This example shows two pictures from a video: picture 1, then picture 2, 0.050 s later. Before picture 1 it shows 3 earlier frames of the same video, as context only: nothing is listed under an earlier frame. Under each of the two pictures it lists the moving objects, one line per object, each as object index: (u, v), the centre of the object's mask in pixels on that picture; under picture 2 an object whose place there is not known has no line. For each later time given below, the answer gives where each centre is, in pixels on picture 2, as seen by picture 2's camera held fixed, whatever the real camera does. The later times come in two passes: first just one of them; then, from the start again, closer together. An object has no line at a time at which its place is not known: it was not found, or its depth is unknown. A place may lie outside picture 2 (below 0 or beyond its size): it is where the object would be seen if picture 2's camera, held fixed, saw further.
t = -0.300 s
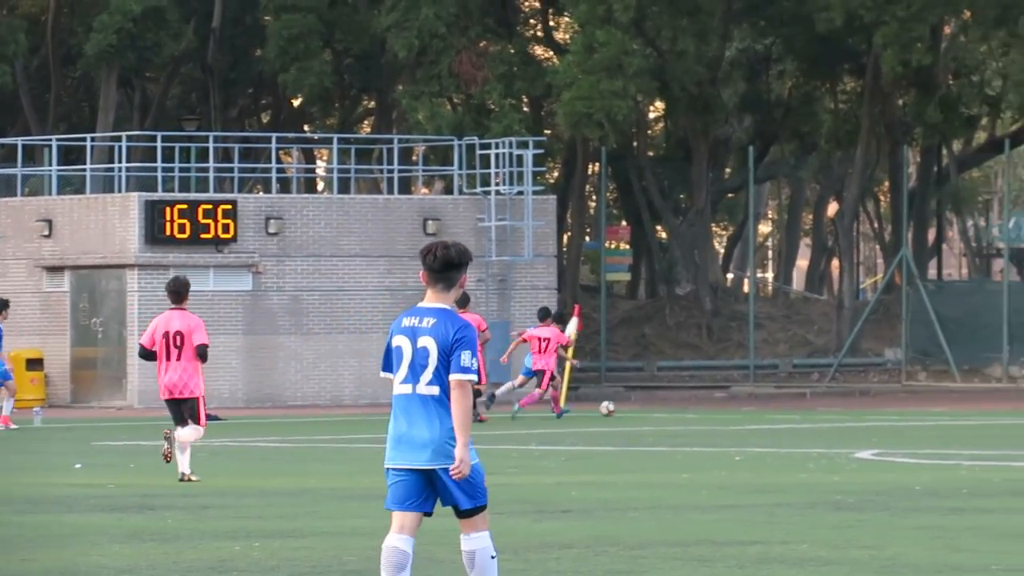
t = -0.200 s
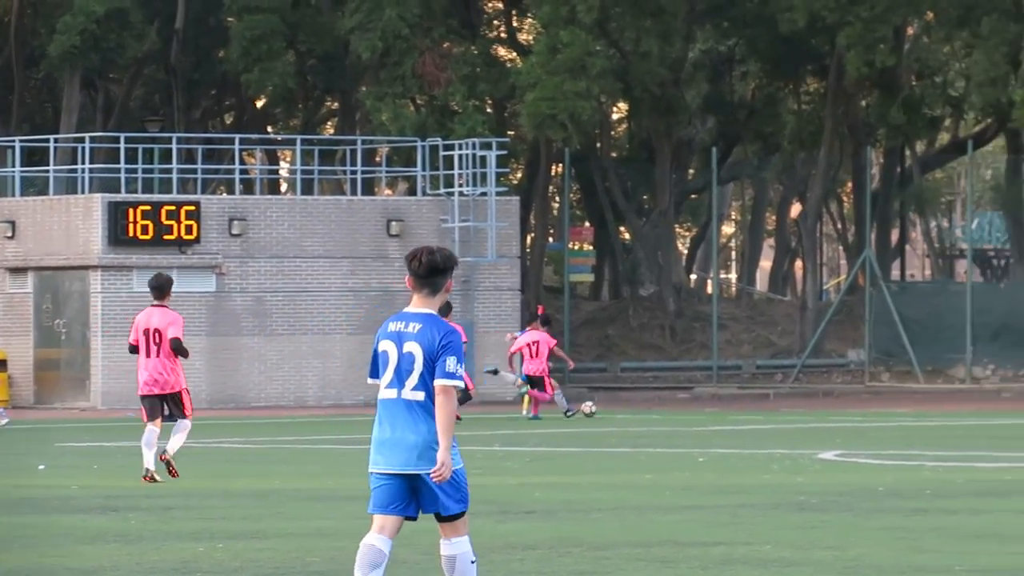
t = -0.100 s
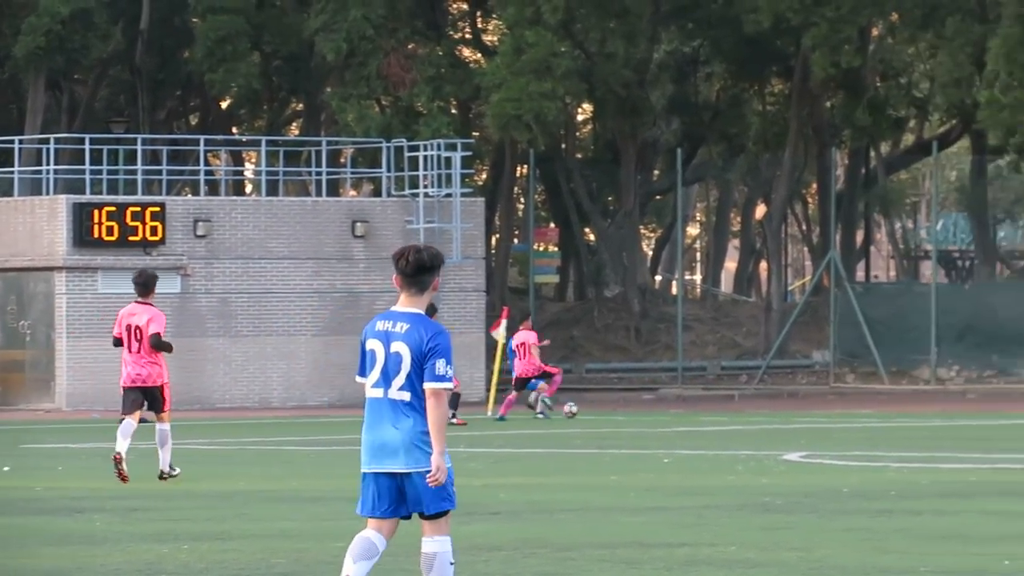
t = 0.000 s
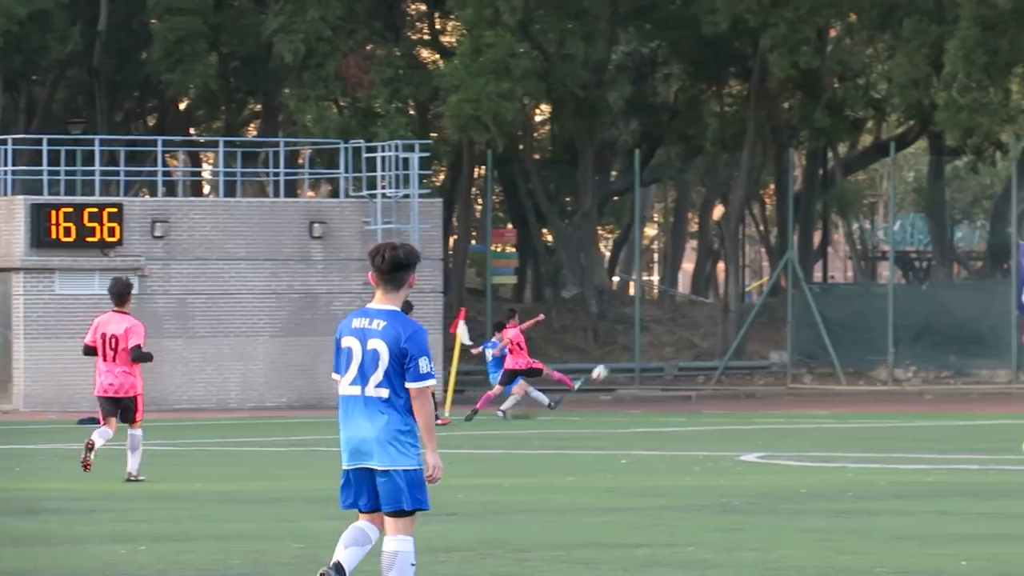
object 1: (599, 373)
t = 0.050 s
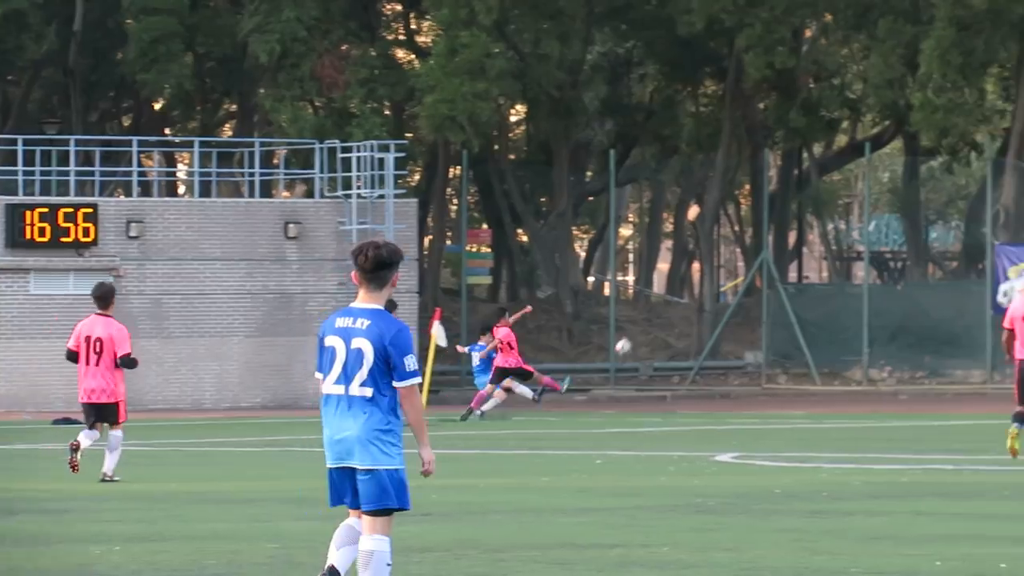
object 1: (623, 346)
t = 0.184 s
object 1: (746, 280)
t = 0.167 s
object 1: (732, 288)
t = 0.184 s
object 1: (746, 280)
